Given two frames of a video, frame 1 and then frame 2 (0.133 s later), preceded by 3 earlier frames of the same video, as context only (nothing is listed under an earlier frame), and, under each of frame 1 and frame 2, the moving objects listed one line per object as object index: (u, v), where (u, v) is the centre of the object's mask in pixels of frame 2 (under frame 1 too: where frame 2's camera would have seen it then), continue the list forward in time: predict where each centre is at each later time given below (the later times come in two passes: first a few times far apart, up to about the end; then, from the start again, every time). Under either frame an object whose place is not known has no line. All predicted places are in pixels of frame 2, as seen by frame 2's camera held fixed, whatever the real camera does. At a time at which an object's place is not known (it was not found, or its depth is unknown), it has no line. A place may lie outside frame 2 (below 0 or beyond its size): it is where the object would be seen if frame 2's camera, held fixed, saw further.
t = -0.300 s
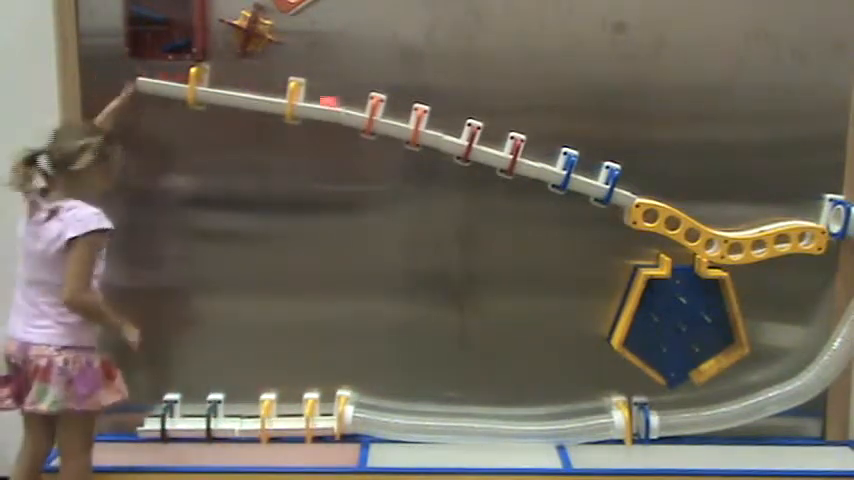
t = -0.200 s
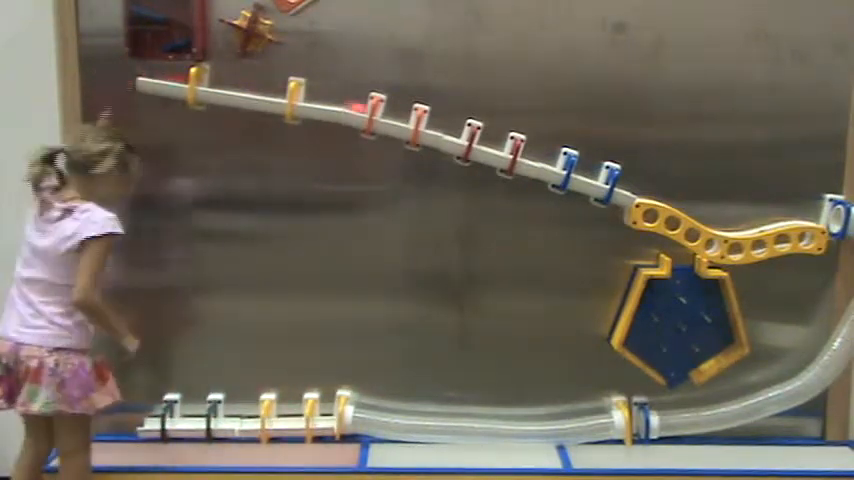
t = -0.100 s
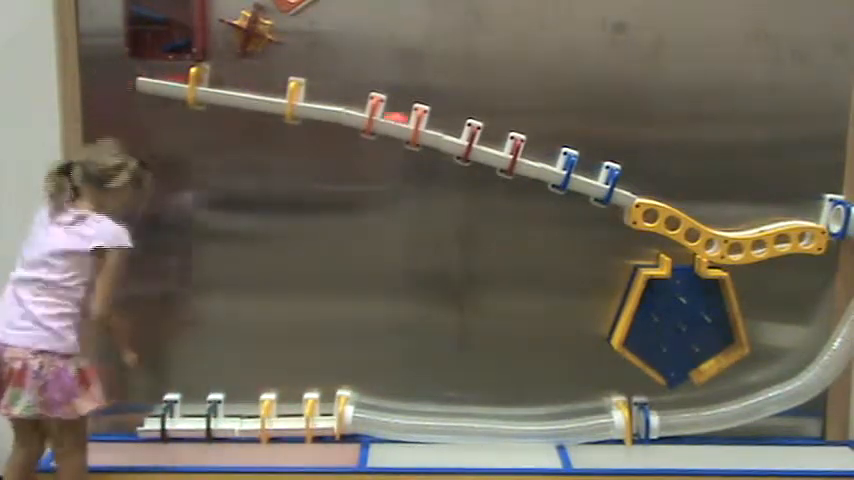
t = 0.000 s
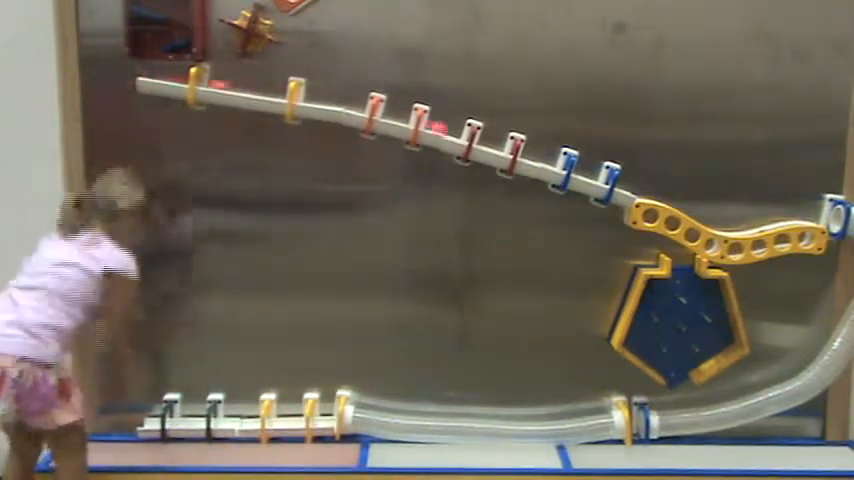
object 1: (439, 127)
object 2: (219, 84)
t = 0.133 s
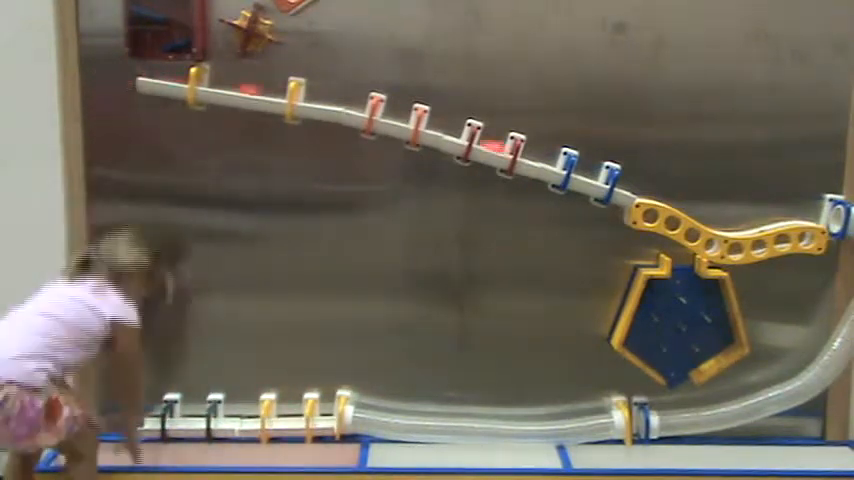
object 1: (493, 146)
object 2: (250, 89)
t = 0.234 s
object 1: (541, 159)
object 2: (272, 92)
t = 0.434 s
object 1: (584, 173)
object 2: (331, 102)
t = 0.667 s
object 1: (631, 182)
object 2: (403, 118)
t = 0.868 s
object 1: (649, 190)
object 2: (487, 143)
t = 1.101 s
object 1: (692, 209)
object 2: (579, 170)
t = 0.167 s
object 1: (503, 149)
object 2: (254, 89)
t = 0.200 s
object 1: (528, 156)
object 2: (260, 90)
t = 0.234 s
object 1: (541, 159)
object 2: (272, 92)
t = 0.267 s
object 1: (553, 160)
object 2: (279, 93)
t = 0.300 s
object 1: (557, 163)
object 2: (283, 95)
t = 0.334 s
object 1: (560, 166)
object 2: (303, 99)
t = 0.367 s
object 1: (578, 170)
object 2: (310, 98)
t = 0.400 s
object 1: (582, 172)
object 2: (317, 99)
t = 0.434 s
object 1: (584, 173)
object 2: (331, 102)
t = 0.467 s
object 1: (588, 174)
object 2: (339, 102)
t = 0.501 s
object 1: (595, 176)
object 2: (348, 105)
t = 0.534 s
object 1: (602, 179)
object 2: (360, 108)
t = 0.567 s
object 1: (621, 185)
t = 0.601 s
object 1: (626, 186)
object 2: (390, 114)
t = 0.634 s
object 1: (629, 185)
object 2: (396, 116)
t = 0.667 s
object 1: (631, 182)
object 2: (403, 118)
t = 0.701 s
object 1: (632, 183)
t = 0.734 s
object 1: (635, 185)
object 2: (434, 126)
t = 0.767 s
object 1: (639, 186)
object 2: (444, 130)
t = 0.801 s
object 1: (644, 189)
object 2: (454, 134)
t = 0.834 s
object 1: (648, 191)
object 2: (465, 139)
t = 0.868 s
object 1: (649, 190)
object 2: (487, 143)
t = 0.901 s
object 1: (656, 192)
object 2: (498, 148)
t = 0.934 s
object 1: (663, 194)
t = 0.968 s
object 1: (667, 196)
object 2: (532, 158)
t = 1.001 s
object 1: (672, 197)
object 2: (547, 159)
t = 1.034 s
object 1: (678, 200)
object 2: (557, 161)
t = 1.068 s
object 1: (685, 205)
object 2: (560, 165)
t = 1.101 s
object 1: (692, 209)
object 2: (579, 170)
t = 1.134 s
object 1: (702, 214)
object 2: (583, 172)
